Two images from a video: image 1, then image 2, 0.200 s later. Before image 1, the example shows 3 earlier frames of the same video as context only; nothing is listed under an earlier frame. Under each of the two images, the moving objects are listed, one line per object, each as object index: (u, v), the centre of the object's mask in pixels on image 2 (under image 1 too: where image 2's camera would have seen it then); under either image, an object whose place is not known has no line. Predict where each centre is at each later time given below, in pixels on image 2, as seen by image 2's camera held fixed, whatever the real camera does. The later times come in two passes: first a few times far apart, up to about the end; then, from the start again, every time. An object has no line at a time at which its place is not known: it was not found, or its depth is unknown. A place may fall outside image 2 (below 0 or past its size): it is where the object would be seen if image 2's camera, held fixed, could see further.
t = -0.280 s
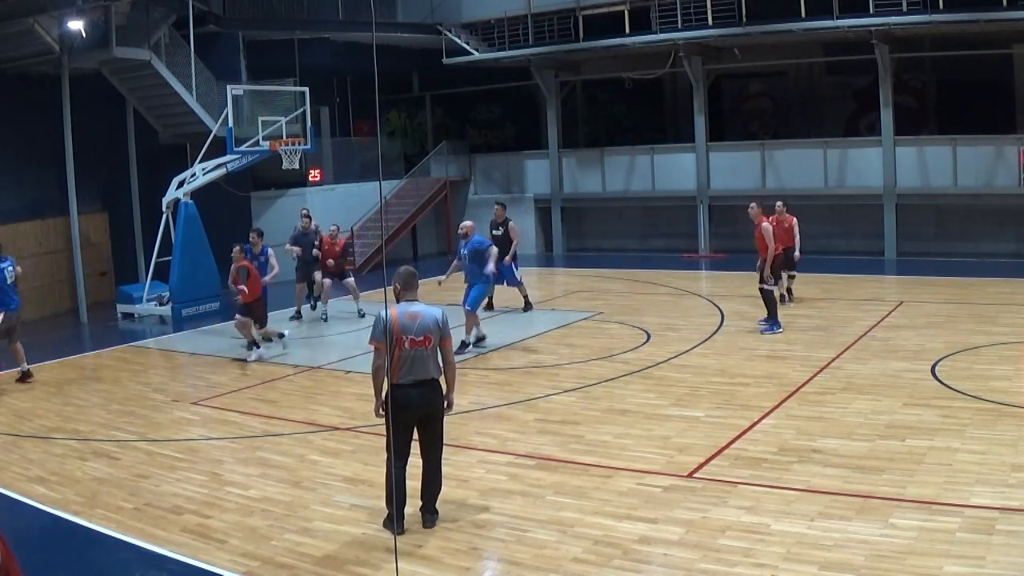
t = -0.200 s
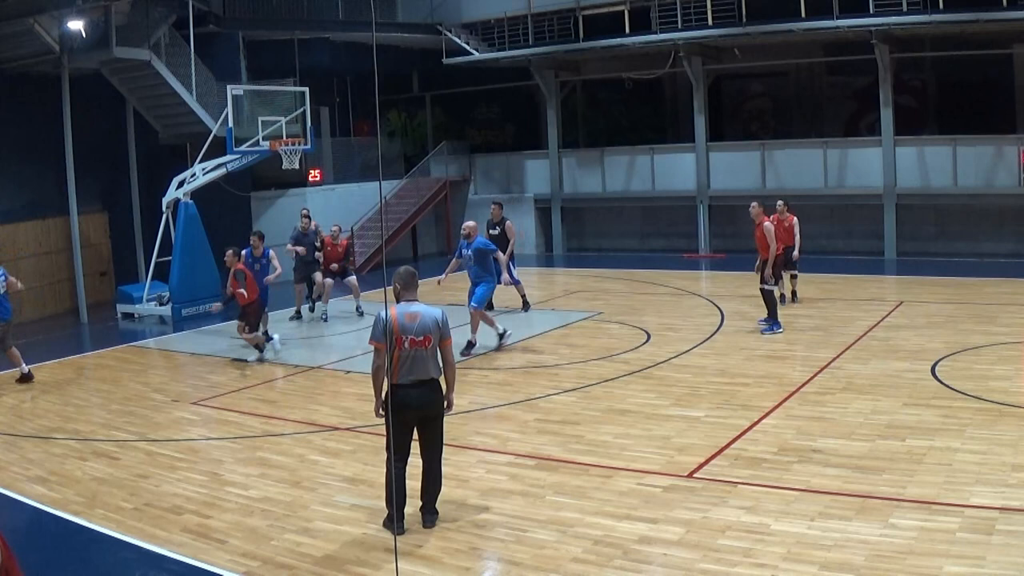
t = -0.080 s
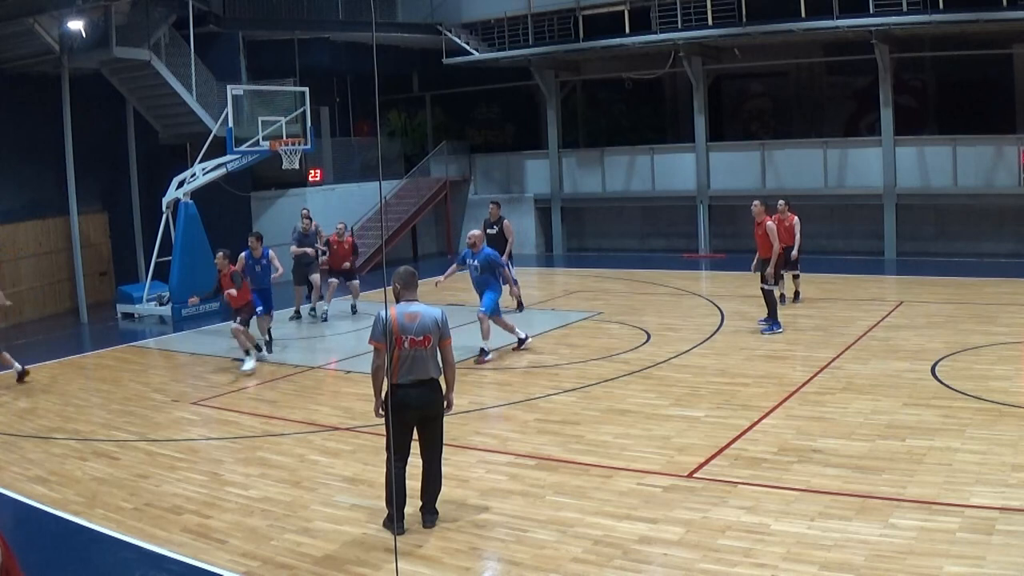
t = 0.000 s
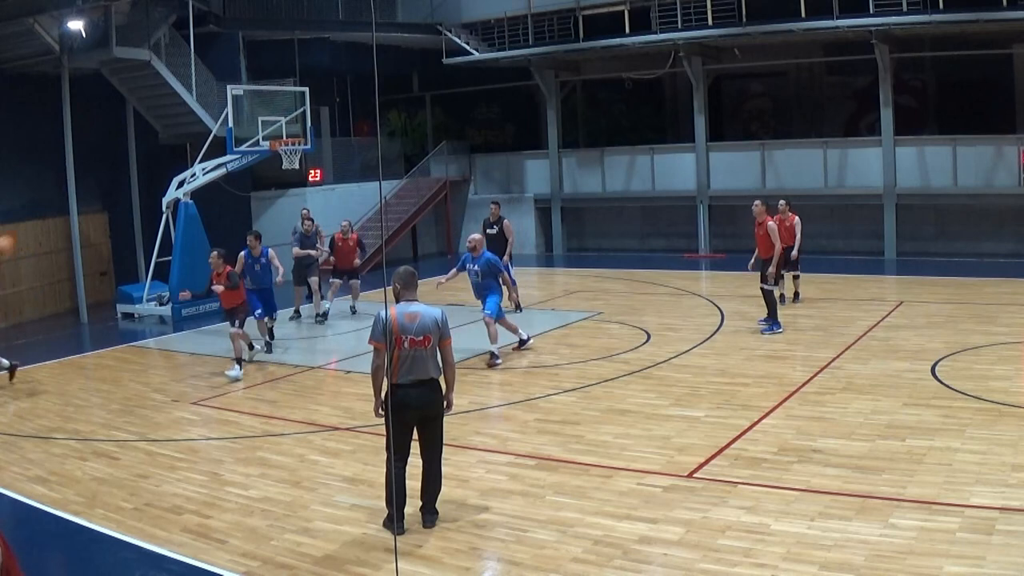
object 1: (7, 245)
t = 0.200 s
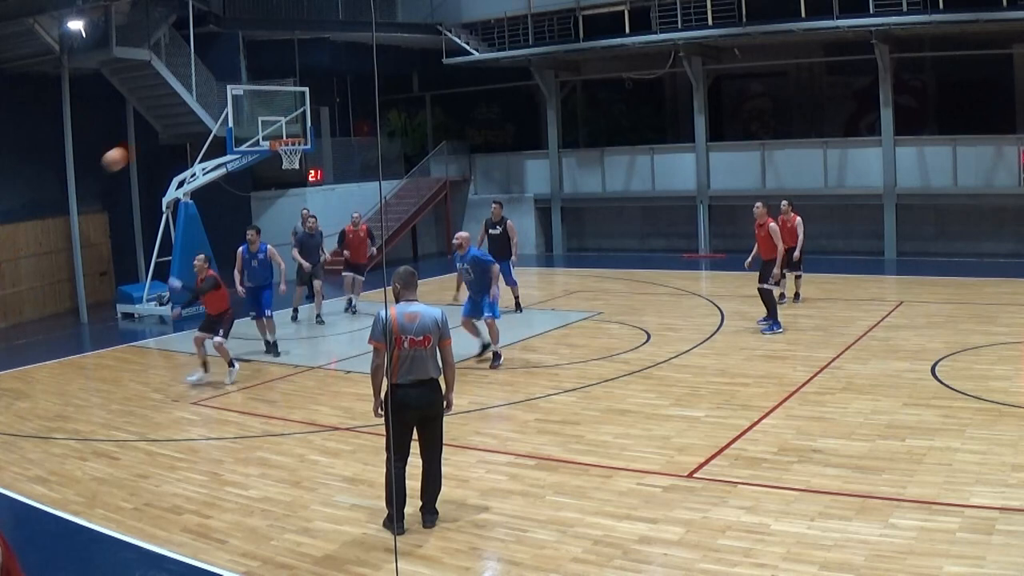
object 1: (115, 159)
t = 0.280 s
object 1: (163, 133)
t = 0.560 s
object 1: (342, 87)
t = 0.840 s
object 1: (524, 112)
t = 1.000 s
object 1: (627, 157)
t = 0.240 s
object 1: (139, 145)
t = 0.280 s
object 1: (163, 133)
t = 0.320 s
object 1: (188, 122)
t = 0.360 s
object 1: (214, 110)
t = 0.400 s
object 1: (240, 104)
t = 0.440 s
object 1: (268, 97)
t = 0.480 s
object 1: (292, 92)
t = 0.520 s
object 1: (317, 88)
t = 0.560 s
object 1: (342, 87)
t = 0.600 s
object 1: (367, 86)
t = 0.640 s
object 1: (394, 87)
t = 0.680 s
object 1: (420, 89)
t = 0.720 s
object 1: (447, 93)
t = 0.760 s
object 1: (473, 98)
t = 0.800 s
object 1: (499, 105)
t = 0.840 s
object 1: (524, 112)
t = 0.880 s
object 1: (550, 121)
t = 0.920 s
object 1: (576, 132)
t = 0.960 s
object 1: (600, 142)
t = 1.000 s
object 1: (627, 157)
